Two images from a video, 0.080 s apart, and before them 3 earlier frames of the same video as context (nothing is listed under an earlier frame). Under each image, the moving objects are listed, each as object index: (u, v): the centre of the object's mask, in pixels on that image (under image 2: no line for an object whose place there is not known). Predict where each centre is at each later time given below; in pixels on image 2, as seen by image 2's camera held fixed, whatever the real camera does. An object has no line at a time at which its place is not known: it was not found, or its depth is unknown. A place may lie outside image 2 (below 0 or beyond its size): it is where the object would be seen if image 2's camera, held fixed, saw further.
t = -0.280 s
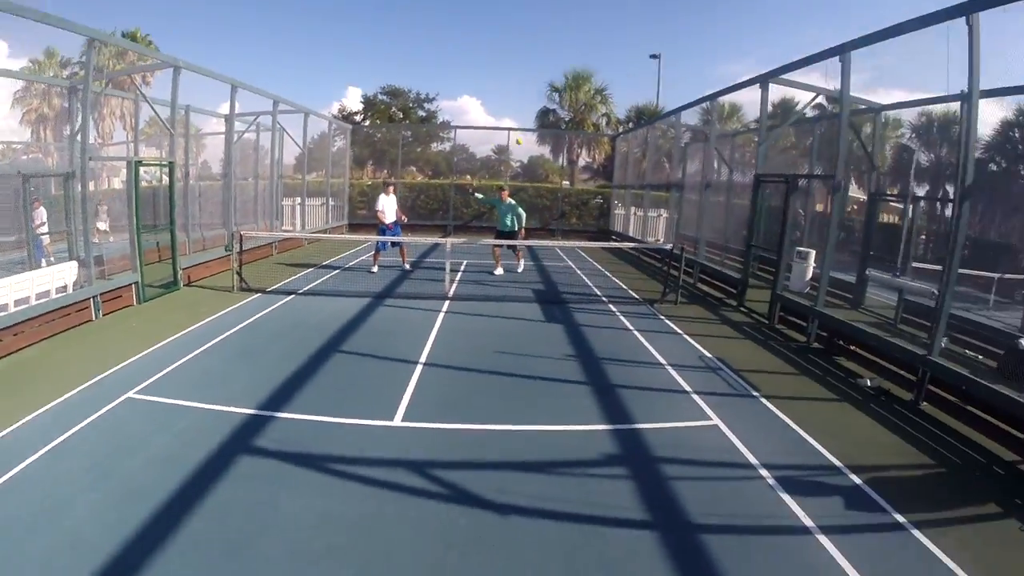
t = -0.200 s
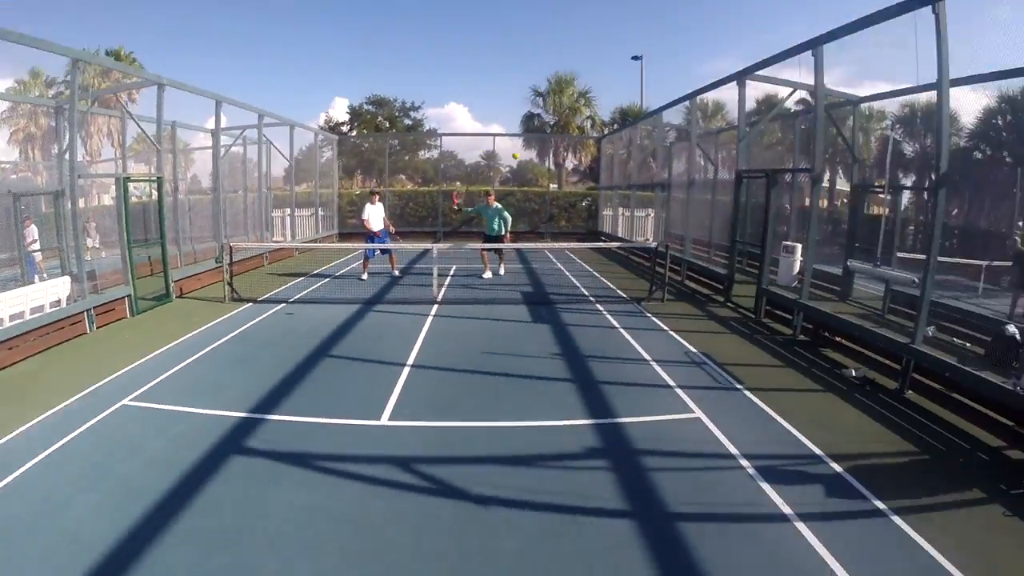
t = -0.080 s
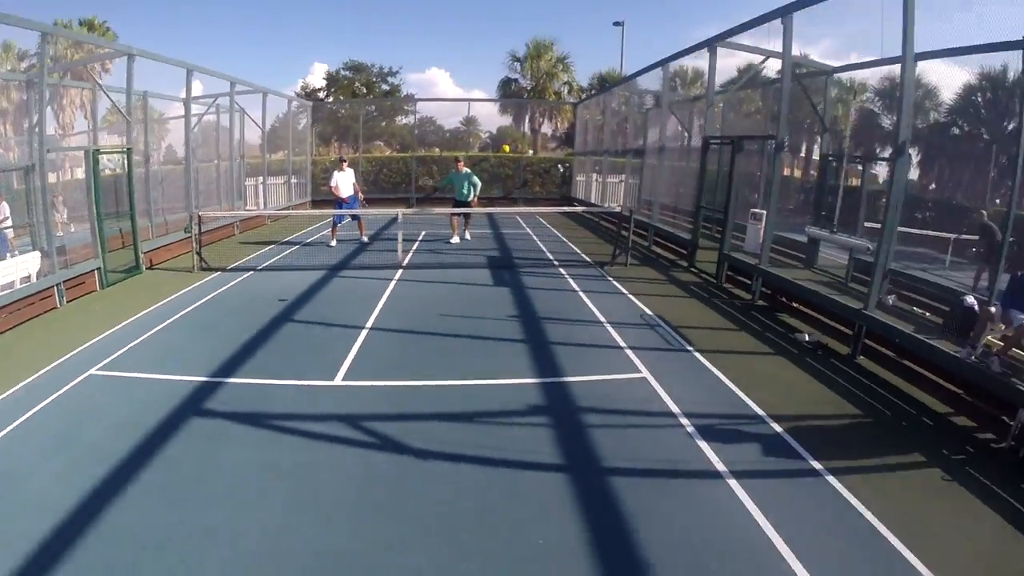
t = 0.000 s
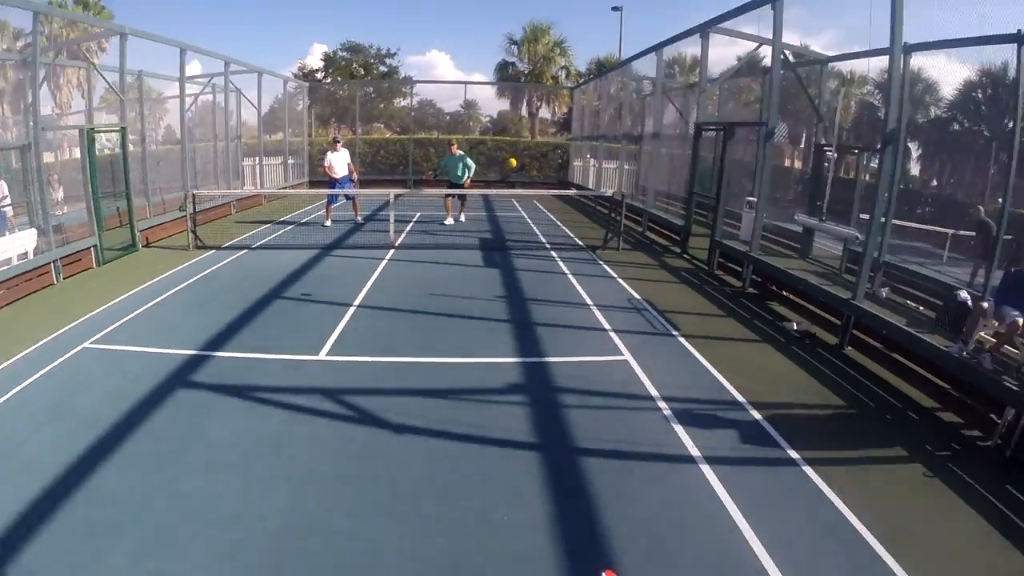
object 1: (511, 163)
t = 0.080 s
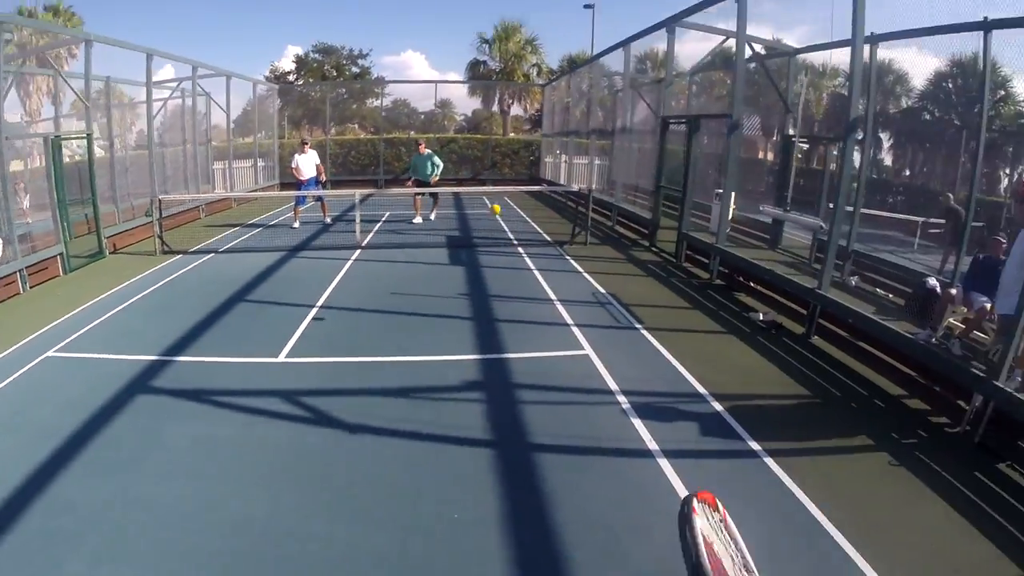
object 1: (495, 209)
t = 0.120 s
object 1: (505, 240)
